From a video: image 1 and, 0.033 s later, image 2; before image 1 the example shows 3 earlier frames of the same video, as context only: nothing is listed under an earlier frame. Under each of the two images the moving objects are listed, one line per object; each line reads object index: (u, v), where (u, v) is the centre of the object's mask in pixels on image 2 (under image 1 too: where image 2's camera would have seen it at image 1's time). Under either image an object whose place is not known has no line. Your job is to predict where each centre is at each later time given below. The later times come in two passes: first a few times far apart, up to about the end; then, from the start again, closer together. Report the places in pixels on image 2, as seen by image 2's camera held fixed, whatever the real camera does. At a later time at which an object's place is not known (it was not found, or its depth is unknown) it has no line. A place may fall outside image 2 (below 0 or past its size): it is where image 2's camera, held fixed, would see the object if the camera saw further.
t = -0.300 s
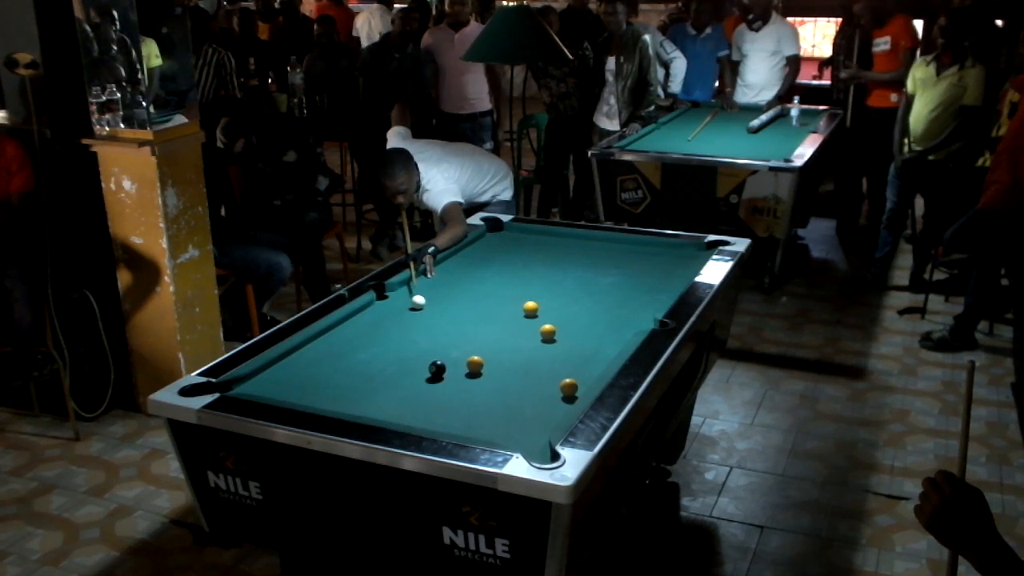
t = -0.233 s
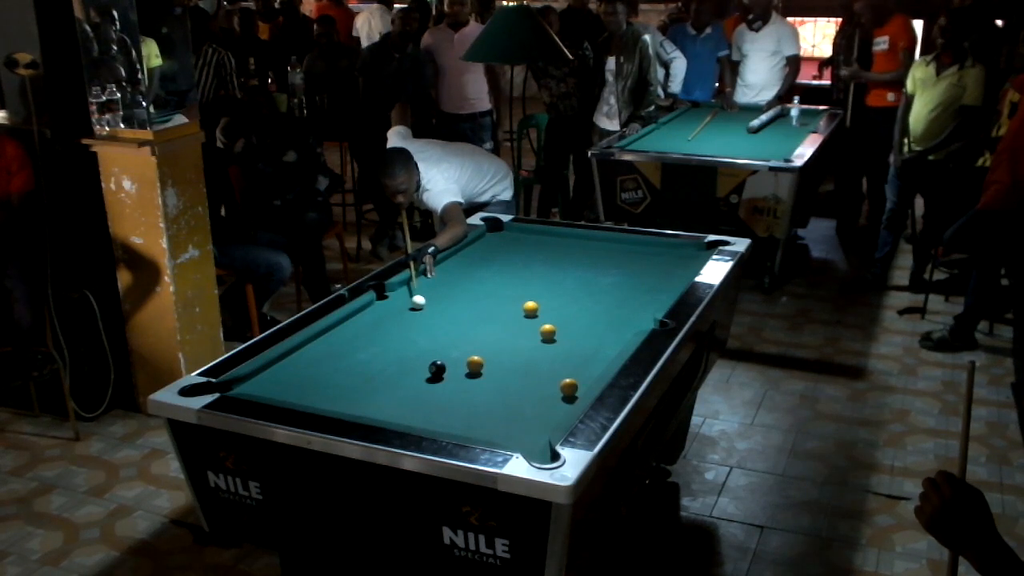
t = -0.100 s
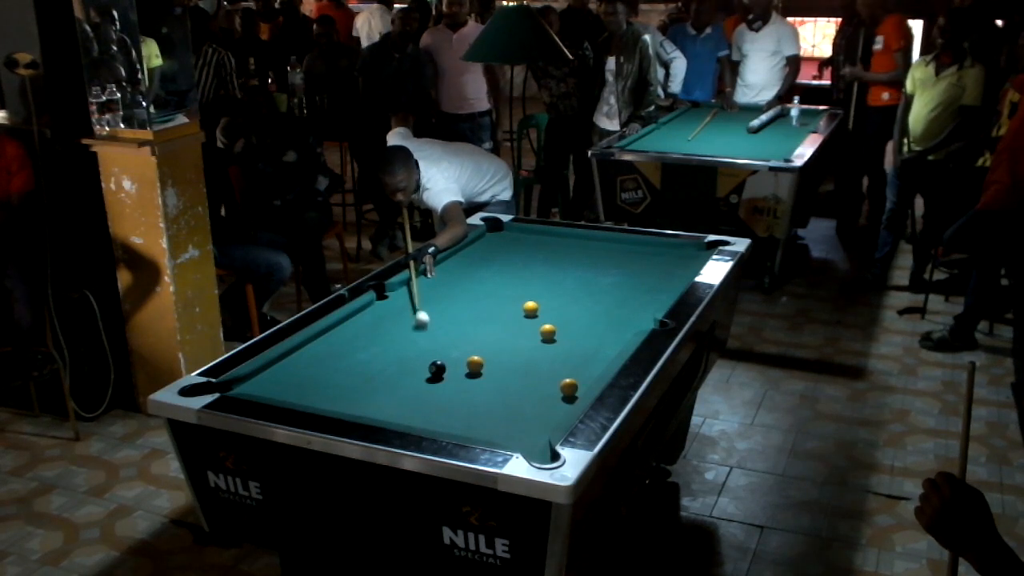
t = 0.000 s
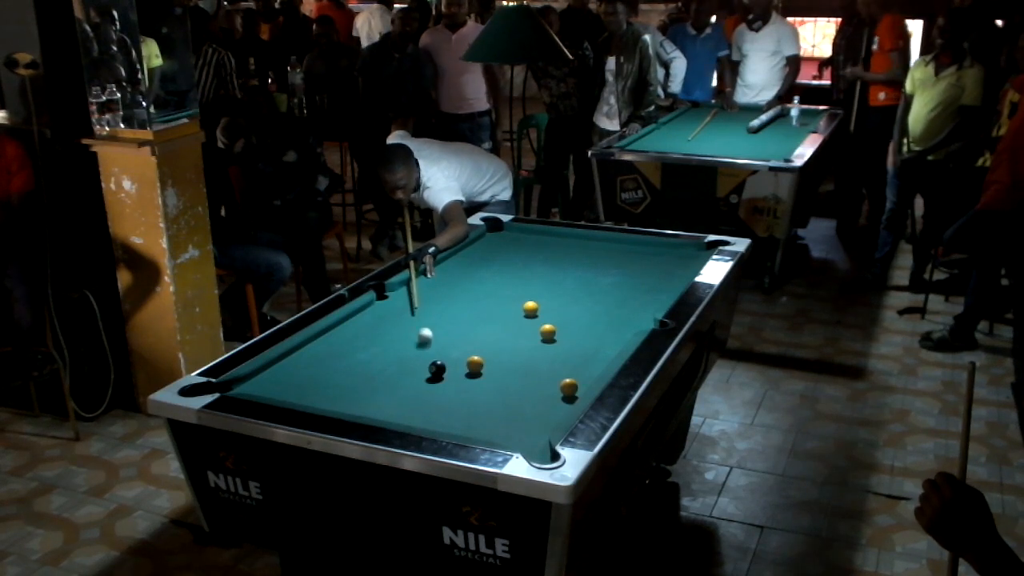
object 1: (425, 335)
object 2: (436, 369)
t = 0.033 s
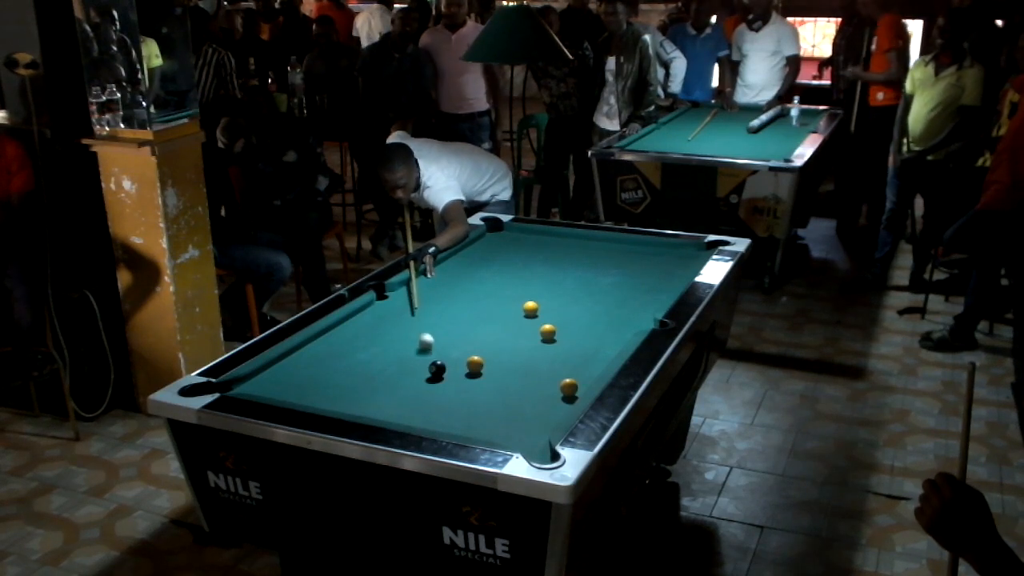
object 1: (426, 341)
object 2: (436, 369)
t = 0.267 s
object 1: (415, 368)
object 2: (453, 382)
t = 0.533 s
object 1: (384, 385)
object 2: (487, 411)
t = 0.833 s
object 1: (348, 403)
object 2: (529, 445)
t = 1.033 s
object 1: (341, 404)
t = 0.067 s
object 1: (427, 347)
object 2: (436, 369)
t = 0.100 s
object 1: (428, 353)
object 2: (437, 369)
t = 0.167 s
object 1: (428, 363)
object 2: (439, 370)
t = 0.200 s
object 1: (423, 364)
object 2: (444, 375)
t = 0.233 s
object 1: (419, 366)
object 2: (449, 379)
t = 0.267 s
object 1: (415, 368)
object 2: (453, 382)
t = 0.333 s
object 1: (407, 372)
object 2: (461, 389)
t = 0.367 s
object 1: (403, 374)
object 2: (465, 393)
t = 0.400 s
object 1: (399, 376)
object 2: (470, 396)
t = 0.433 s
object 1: (395, 379)
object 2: (474, 400)
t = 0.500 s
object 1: (388, 383)
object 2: (482, 407)
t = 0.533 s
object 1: (384, 385)
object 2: (487, 411)
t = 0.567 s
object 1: (380, 387)
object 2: (492, 415)
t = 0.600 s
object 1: (376, 389)
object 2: (496, 418)
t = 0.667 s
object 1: (367, 393)
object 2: (505, 425)
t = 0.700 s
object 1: (364, 395)
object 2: (509, 430)
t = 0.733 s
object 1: (360, 398)
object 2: (514, 433)
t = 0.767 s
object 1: (356, 400)
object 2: (519, 437)
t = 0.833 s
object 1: (348, 403)
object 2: (529, 445)
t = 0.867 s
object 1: (345, 404)
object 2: (534, 448)
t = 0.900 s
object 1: (341, 405)
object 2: (538, 452)
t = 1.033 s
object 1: (341, 404)
